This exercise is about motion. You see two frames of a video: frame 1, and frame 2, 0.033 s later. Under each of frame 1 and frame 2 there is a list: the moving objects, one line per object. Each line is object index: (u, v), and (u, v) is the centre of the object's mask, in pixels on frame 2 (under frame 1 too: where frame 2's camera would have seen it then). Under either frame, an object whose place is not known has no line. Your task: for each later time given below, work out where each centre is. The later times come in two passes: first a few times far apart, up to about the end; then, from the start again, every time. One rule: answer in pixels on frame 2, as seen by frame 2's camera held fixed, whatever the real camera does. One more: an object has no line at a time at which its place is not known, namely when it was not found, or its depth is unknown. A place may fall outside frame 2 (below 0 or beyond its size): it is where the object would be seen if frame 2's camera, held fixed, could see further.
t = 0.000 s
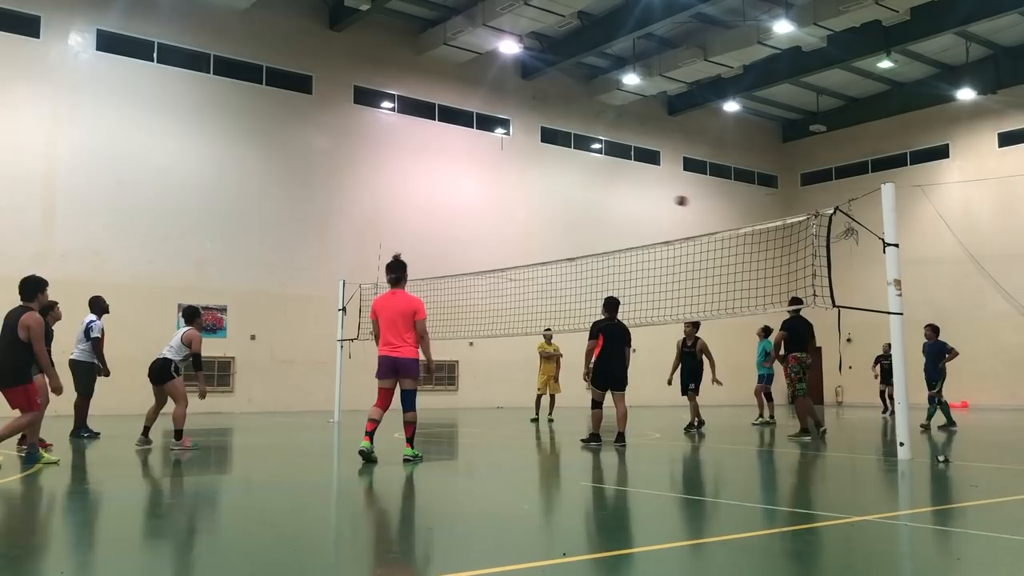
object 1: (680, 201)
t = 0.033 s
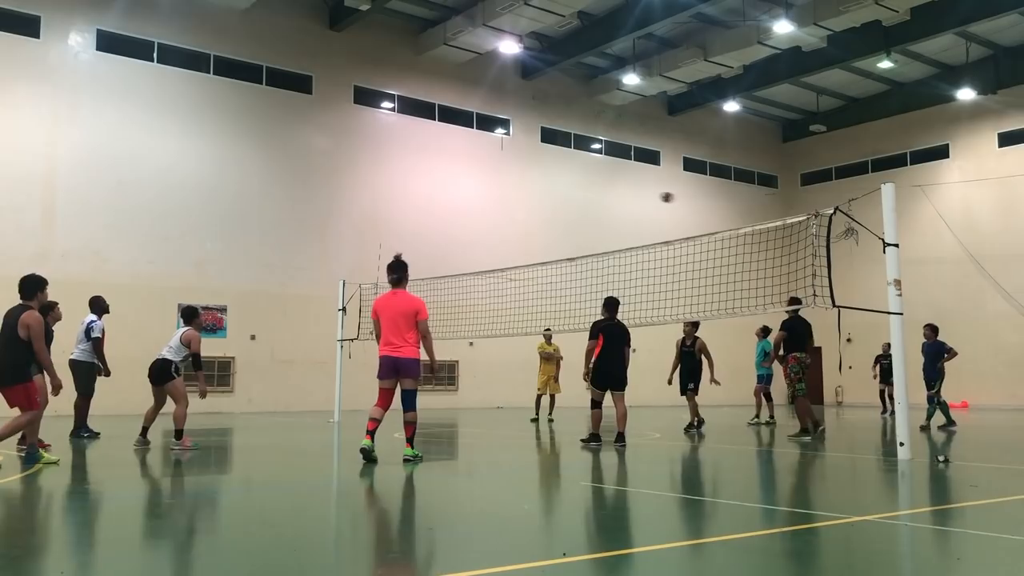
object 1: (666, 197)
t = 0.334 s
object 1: (509, 189)
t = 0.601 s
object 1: (326, 232)
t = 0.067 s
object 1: (651, 194)
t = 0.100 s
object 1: (634, 191)
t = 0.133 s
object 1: (618, 189)
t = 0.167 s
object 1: (602, 187)
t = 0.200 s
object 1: (585, 186)
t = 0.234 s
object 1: (566, 186)
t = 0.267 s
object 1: (548, 186)
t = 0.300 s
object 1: (529, 187)
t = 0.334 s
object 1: (509, 189)
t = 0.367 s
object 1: (489, 191)
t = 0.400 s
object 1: (469, 193)
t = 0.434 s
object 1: (446, 198)
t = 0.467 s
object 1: (424, 203)
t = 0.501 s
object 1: (401, 209)
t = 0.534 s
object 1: (377, 216)
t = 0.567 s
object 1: (352, 223)
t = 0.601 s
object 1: (326, 232)
